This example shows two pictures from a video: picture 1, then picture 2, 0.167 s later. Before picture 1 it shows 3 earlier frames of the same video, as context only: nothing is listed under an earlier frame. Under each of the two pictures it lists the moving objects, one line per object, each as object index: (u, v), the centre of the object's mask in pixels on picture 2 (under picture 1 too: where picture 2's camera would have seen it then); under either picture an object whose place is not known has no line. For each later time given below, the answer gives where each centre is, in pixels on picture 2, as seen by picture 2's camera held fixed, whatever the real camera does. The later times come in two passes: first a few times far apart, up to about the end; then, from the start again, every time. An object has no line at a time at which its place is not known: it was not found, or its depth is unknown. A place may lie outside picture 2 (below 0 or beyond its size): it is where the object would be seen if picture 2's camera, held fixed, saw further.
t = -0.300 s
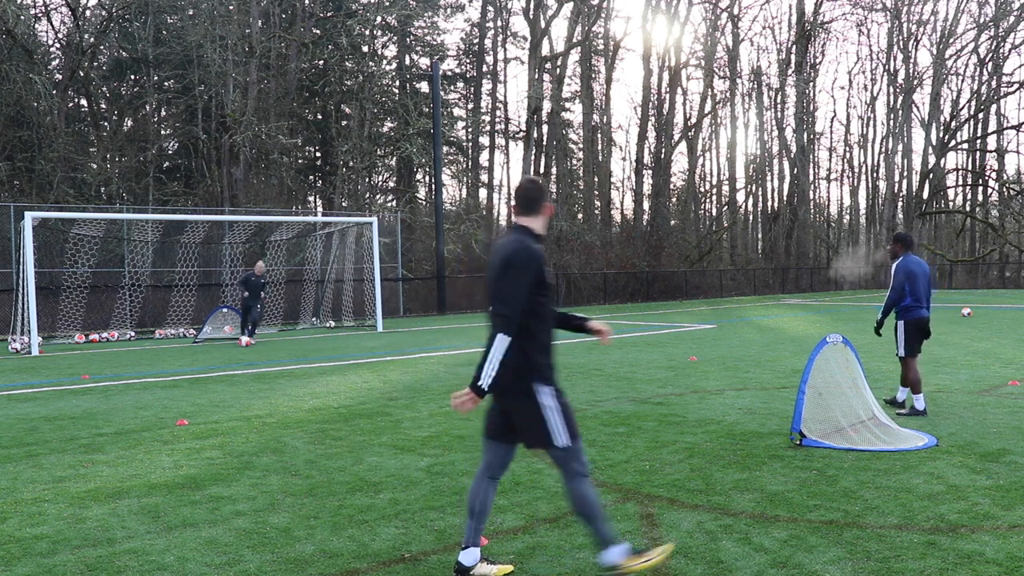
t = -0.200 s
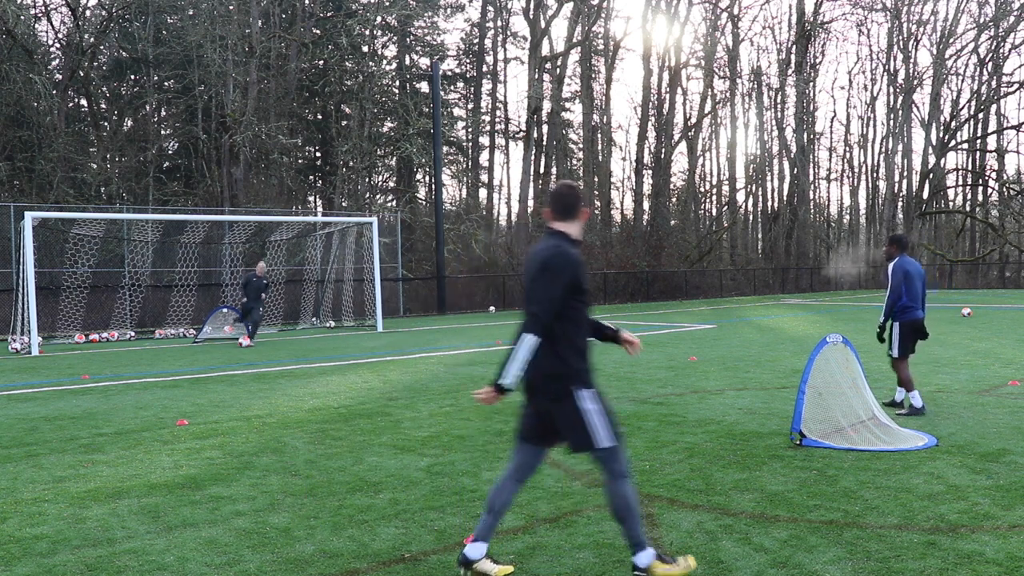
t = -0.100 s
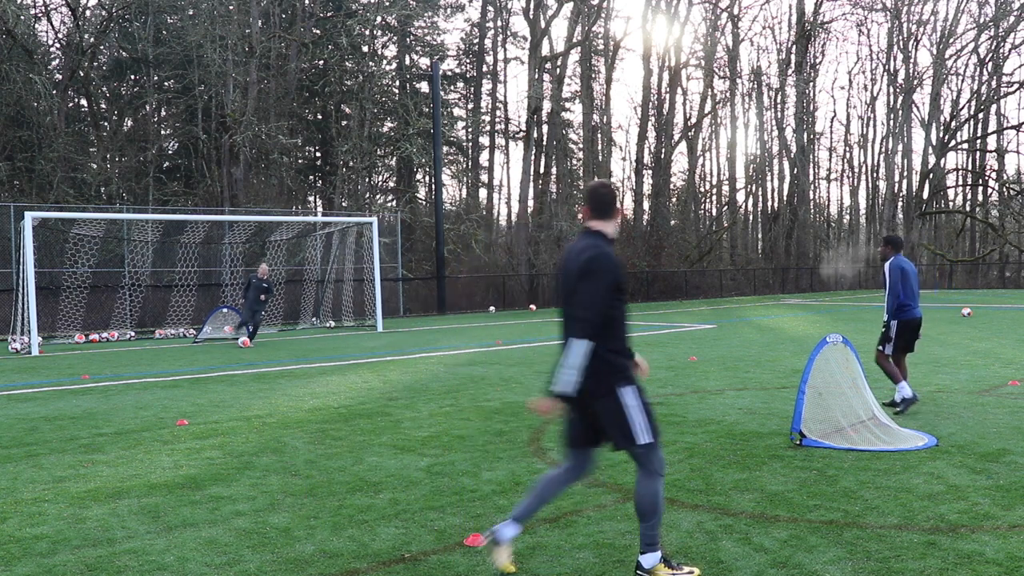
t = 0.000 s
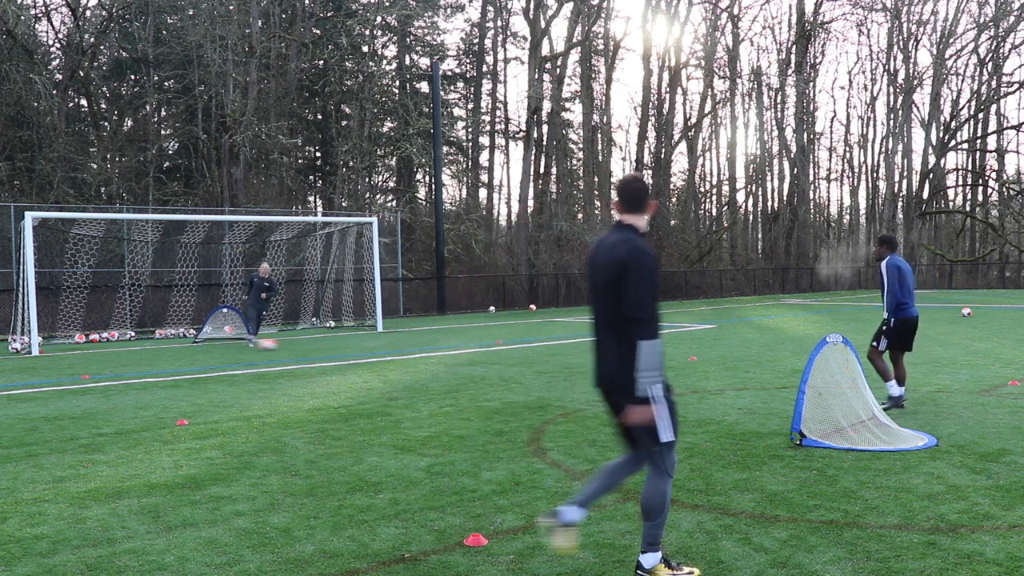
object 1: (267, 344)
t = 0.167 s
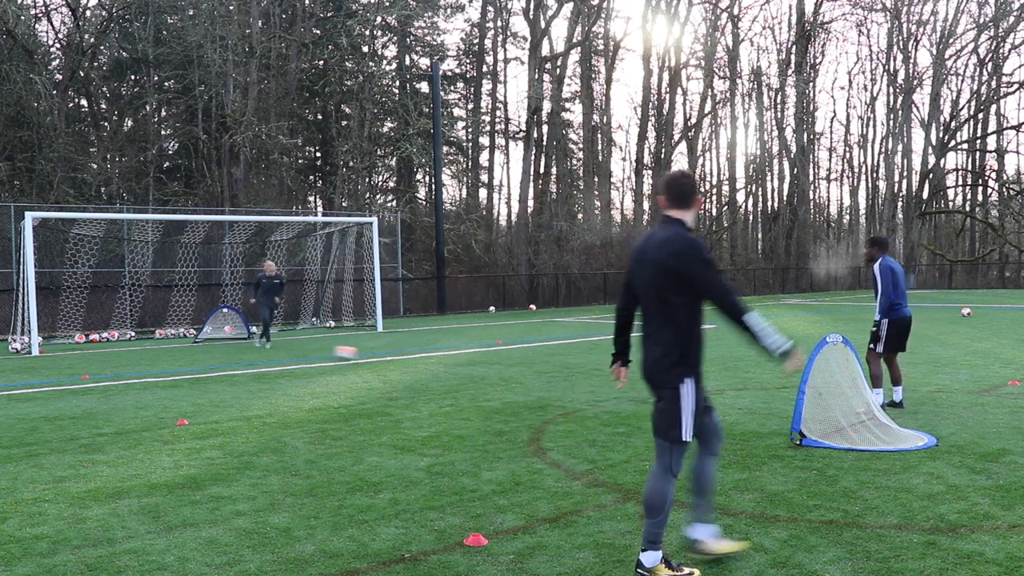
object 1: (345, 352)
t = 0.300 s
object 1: (422, 357)
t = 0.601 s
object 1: (653, 381)
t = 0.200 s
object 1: (363, 354)
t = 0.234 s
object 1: (383, 355)
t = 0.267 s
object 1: (402, 356)
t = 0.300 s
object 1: (422, 357)
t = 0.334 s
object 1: (444, 360)
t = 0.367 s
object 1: (467, 363)
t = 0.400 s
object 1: (490, 367)
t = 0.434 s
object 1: (515, 369)
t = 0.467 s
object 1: (541, 370)
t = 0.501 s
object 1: (567, 371)
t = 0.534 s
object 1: (595, 374)
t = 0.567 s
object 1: (624, 378)
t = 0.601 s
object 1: (653, 381)
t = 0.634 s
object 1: (684, 382)
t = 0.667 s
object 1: (716, 384)
